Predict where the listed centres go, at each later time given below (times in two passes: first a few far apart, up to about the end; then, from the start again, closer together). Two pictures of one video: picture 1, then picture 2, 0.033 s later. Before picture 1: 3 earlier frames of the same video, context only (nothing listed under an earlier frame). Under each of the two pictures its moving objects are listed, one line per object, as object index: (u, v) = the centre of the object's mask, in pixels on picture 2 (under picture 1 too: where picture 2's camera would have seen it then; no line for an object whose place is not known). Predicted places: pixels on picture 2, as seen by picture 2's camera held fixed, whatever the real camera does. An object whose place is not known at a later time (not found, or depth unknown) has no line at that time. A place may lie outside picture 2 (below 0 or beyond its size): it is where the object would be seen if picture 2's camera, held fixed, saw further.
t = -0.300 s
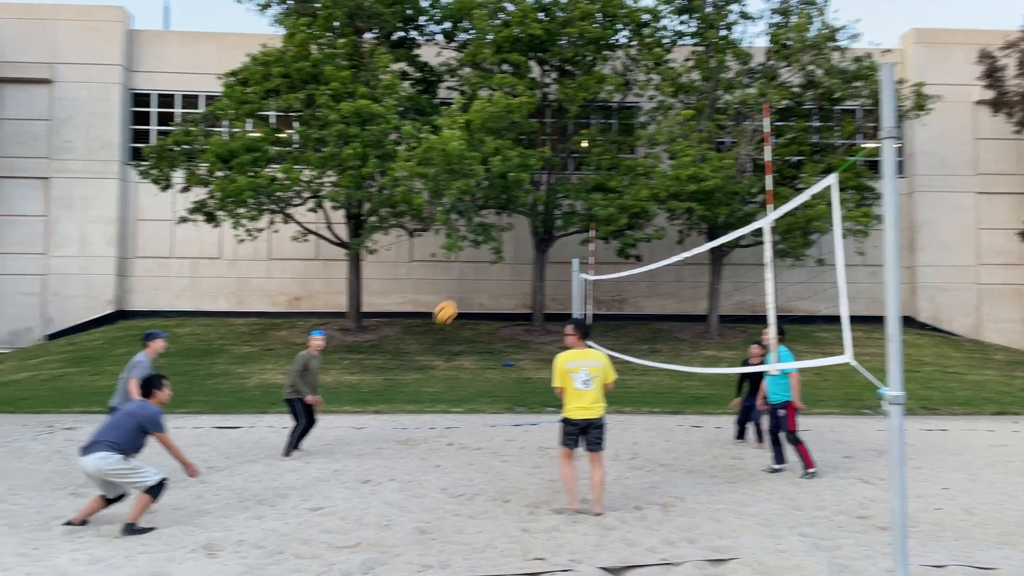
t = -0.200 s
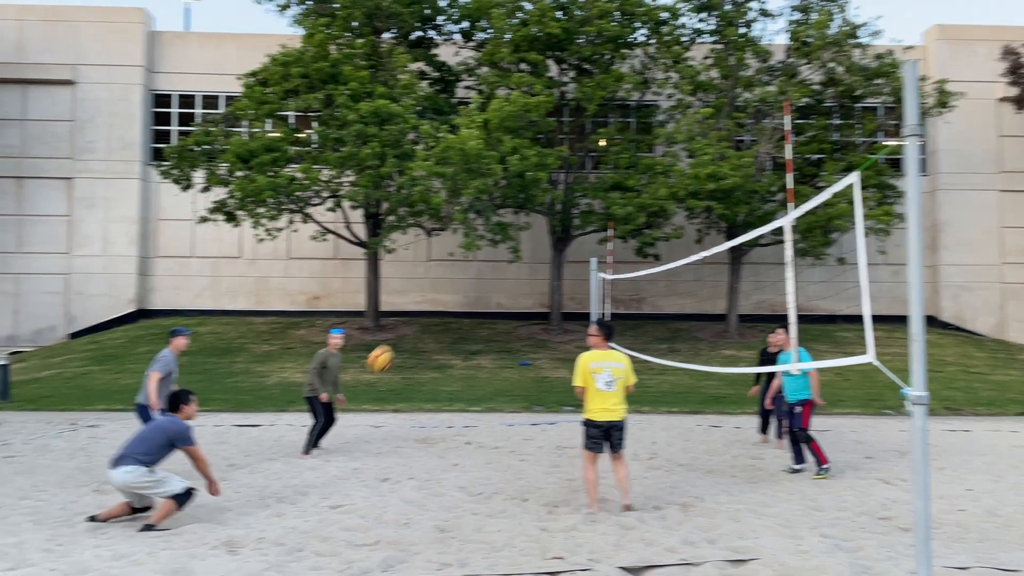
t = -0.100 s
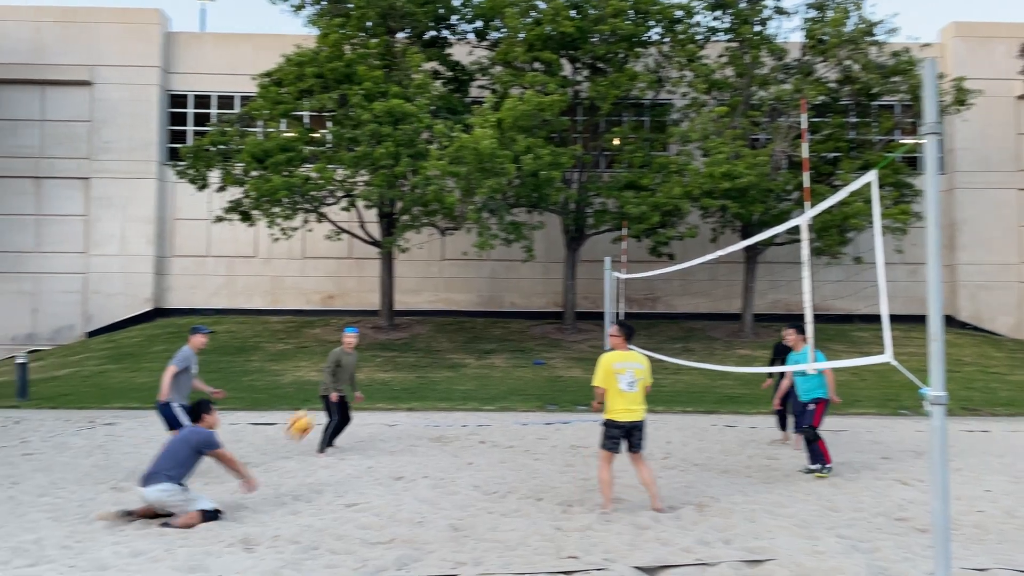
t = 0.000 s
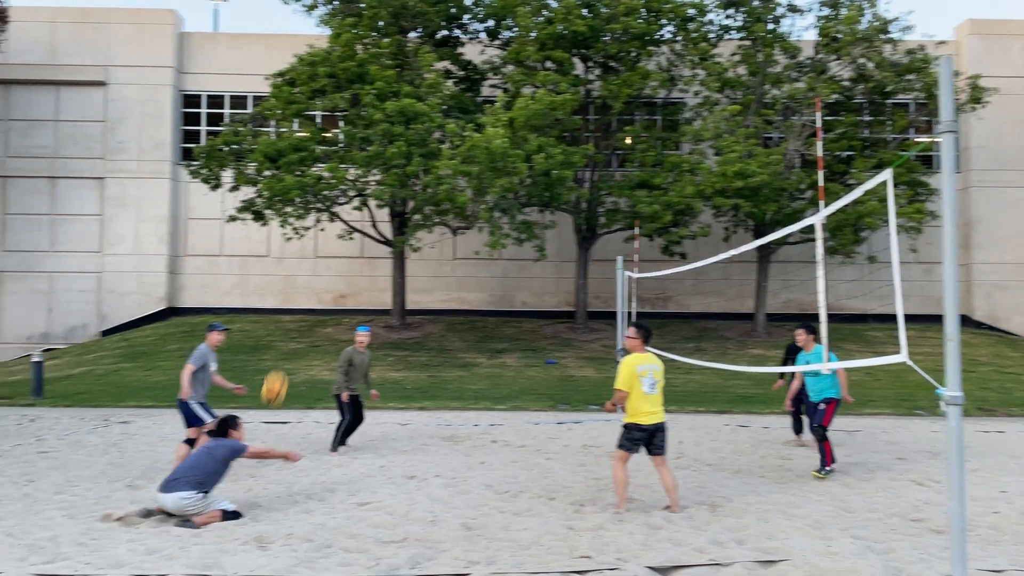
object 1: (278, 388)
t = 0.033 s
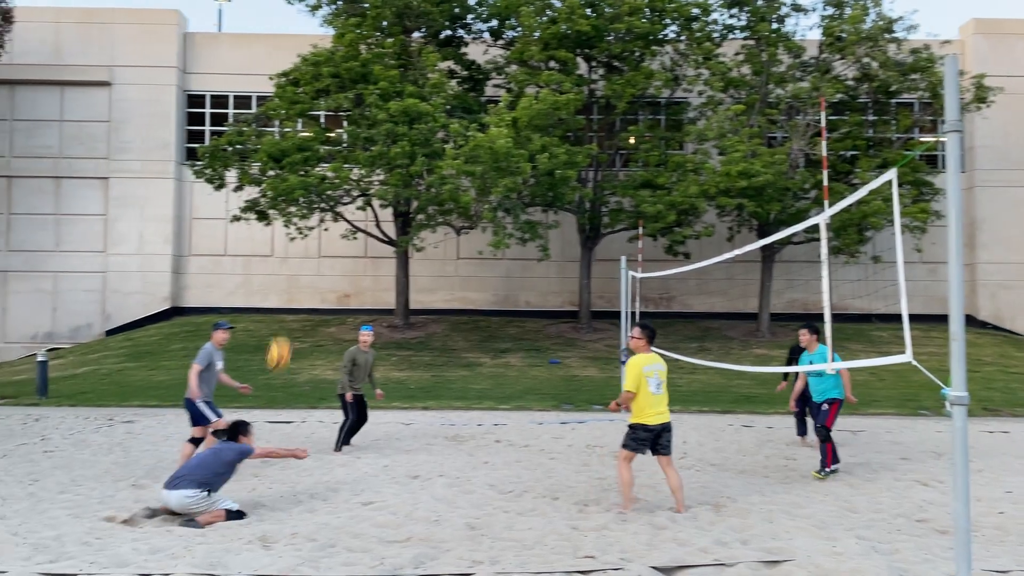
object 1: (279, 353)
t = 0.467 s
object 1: (264, 77)
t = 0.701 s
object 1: (252, 24)
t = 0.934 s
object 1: (239, 24)
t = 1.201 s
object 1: (226, 80)
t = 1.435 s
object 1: (216, 173)
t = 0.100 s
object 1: (279, 292)
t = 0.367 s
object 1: (269, 117)
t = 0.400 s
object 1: (268, 104)
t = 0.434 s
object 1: (266, 90)
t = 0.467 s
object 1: (264, 77)
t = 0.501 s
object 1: (262, 65)
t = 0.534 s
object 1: (261, 56)
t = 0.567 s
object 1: (259, 46)
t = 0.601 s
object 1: (257, 40)
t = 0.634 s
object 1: (255, 33)
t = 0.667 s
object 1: (254, 28)
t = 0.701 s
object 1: (252, 24)
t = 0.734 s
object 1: (250, 21)
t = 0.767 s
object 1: (248, 19)
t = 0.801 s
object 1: (246, 18)
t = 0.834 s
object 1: (244, 18)
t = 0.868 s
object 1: (242, 19)
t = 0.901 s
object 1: (241, 21)
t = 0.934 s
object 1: (239, 24)
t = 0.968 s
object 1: (237, 28)
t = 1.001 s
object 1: (235, 33)
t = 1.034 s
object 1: (234, 39)
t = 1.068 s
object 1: (232, 45)
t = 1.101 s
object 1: (230, 53)
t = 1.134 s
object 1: (229, 62)
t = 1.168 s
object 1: (227, 71)
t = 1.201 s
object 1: (226, 80)
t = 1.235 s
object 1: (224, 93)
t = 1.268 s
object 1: (223, 103)
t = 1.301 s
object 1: (221, 115)
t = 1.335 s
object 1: (219, 129)
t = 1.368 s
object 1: (218, 143)
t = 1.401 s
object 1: (217, 157)
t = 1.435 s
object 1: (216, 173)
